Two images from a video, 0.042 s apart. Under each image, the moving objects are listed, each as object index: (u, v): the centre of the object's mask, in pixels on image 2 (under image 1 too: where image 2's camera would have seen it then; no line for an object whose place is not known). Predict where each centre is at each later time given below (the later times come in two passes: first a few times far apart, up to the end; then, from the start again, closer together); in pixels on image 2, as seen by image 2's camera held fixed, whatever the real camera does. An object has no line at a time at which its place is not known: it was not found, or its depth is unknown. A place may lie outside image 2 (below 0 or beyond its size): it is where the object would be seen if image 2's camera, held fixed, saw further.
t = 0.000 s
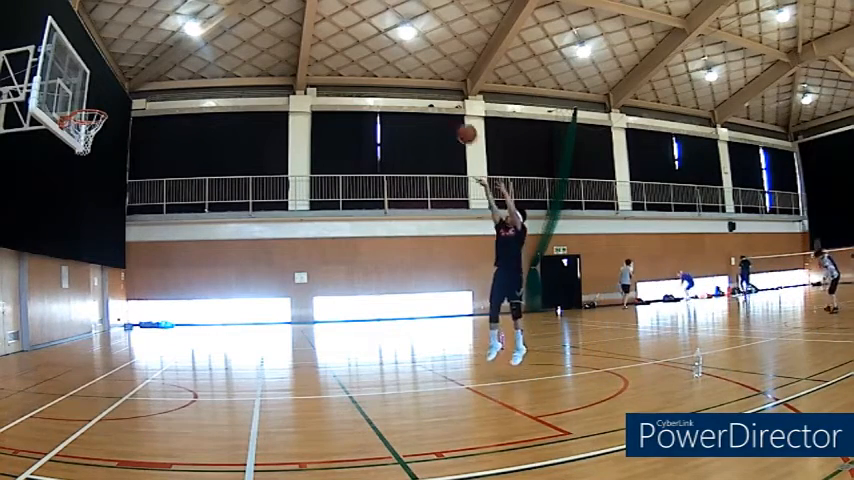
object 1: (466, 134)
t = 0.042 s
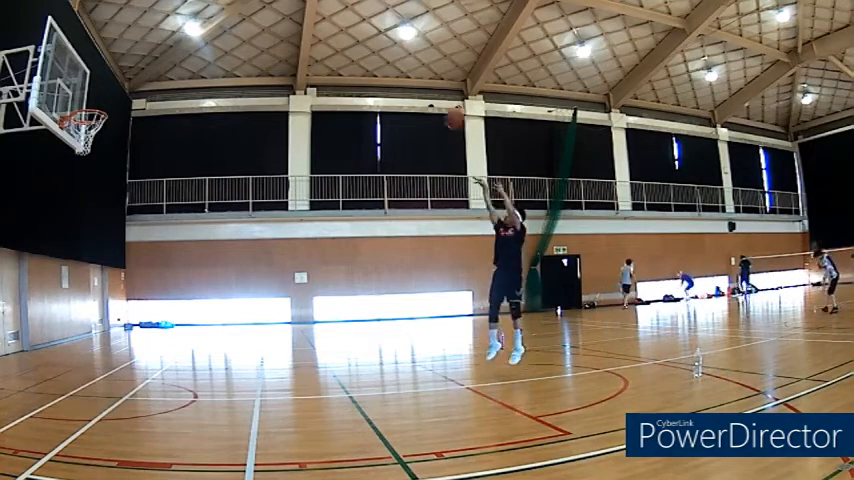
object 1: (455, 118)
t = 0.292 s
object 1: (363, 36)
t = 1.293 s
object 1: (95, 135)
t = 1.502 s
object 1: (90, 147)
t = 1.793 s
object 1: (72, 240)
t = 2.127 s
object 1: (61, 359)
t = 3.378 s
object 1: (3, 360)
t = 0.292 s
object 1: (363, 36)
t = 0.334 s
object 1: (351, 29)
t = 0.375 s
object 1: (334, 21)
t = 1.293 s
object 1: (95, 135)
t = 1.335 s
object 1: (95, 134)
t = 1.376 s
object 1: (95, 136)
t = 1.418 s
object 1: (94, 139)
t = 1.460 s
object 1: (92, 144)
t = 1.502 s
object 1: (90, 147)
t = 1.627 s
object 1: (83, 171)
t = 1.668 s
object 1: (80, 186)
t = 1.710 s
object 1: (76, 204)
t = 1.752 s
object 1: (74, 224)
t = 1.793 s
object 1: (72, 240)
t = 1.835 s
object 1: (69, 262)
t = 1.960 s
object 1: (67, 331)
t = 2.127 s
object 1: (61, 359)
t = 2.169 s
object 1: (58, 341)
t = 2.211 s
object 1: (54, 317)
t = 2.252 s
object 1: (51, 302)
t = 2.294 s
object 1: (48, 282)
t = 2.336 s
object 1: (46, 270)
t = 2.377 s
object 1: (43, 253)
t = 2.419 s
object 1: (42, 243)
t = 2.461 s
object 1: (40, 232)
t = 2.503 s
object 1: (39, 225)
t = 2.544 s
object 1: (36, 220)
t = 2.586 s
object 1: (33, 212)
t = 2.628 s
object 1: (32, 210)
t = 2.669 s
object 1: (29, 210)
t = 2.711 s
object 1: (27, 211)
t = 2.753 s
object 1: (24, 214)
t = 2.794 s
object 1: (23, 219)
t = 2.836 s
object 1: (20, 226)
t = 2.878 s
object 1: (18, 233)
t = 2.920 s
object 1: (15, 245)
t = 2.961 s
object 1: (13, 256)
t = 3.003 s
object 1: (11, 267)
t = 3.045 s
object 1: (10, 285)
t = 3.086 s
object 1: (9, 300)
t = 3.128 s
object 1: (8, 323)
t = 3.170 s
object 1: (8, 340)
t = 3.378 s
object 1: (3, 360)
